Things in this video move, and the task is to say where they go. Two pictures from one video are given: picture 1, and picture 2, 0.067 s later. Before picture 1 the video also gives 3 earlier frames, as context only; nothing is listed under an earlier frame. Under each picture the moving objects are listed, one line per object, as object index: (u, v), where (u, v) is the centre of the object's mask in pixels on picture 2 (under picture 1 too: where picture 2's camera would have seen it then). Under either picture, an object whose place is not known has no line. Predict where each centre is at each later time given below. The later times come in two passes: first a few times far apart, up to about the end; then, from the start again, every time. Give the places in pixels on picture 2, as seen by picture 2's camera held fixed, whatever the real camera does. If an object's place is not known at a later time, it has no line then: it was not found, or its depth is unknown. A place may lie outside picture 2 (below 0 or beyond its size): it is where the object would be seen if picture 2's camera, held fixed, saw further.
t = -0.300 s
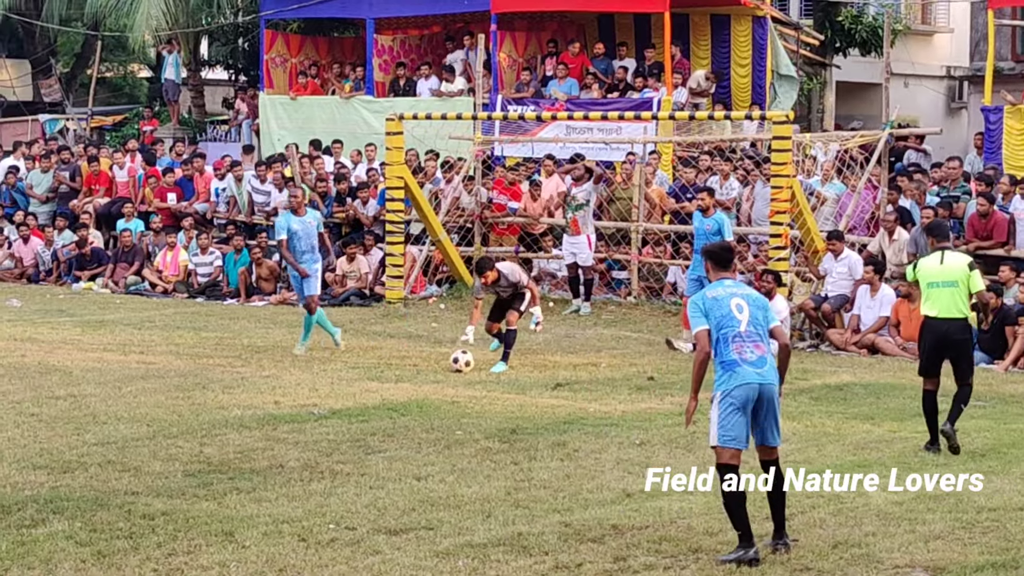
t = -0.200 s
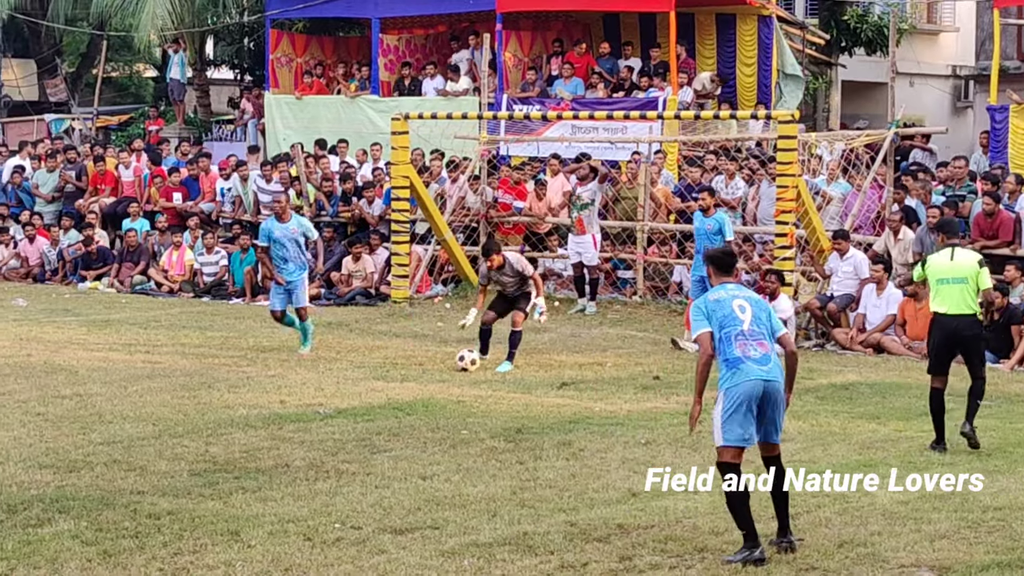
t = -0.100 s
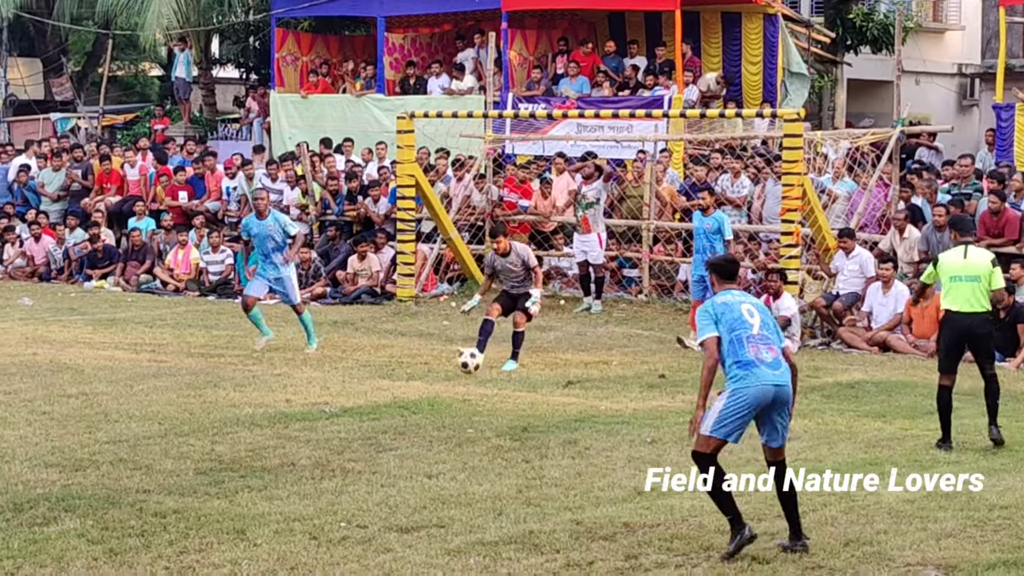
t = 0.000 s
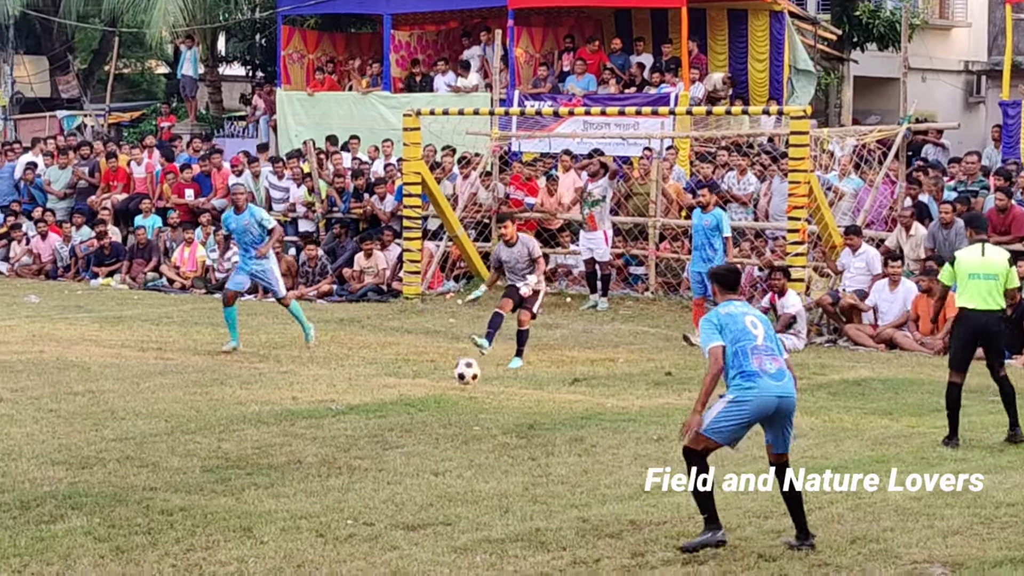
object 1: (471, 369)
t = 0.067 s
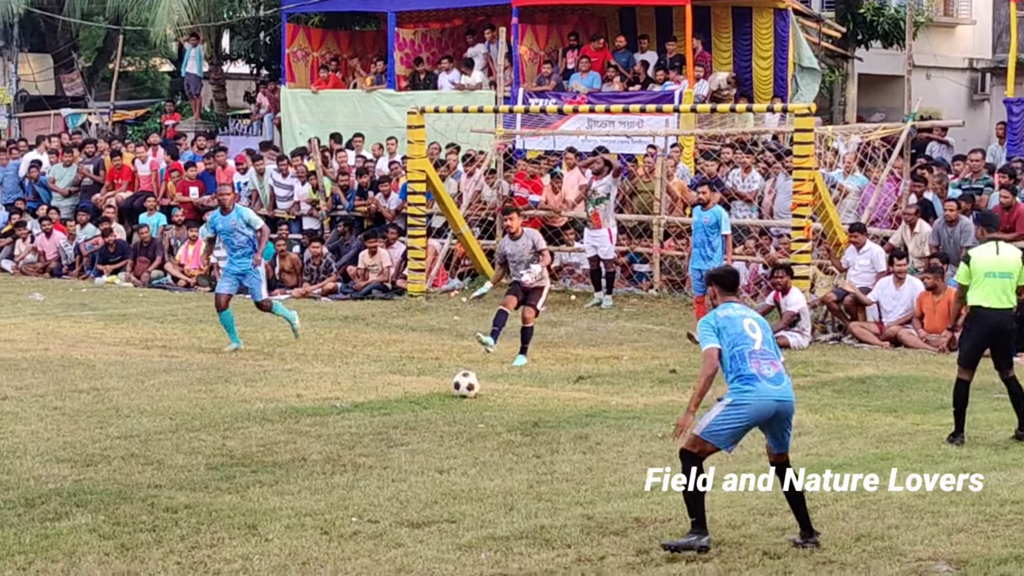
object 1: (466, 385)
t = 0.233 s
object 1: (453, 400)
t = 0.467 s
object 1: (439, 455)
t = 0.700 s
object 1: (424, 501)
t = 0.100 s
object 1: (463, 391)
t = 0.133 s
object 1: (461, 391)
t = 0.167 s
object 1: (459, 392)
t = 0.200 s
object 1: (456, 395)
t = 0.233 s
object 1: (453, 400)
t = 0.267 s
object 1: (451, 406)
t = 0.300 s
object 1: (449, 415)
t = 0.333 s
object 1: (447, 425)
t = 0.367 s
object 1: (445, 437)
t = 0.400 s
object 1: (442, 444)
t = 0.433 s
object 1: (440, 449)
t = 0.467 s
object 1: (439, 455)
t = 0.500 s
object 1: (437, 462)
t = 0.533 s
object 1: (435, 470)
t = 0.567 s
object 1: (433, 476)
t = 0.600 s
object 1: (431, 480)
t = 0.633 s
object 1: (428, 486)
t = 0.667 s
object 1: (426, 492)
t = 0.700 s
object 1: (424, 501)
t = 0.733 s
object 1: (422, 512)
